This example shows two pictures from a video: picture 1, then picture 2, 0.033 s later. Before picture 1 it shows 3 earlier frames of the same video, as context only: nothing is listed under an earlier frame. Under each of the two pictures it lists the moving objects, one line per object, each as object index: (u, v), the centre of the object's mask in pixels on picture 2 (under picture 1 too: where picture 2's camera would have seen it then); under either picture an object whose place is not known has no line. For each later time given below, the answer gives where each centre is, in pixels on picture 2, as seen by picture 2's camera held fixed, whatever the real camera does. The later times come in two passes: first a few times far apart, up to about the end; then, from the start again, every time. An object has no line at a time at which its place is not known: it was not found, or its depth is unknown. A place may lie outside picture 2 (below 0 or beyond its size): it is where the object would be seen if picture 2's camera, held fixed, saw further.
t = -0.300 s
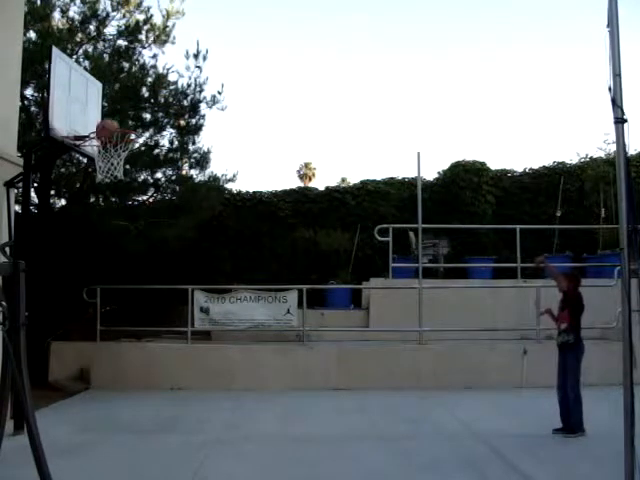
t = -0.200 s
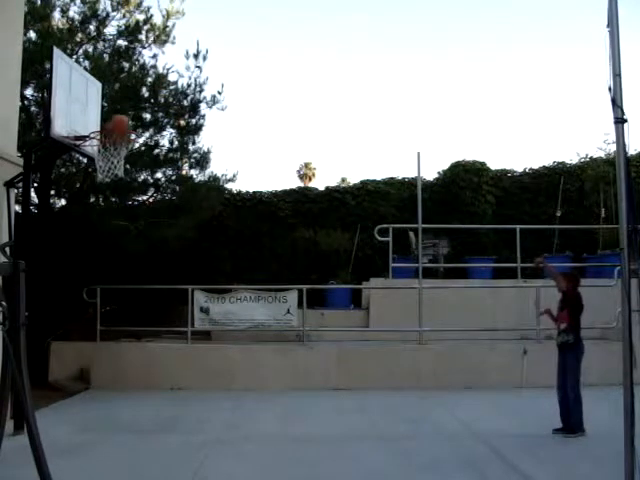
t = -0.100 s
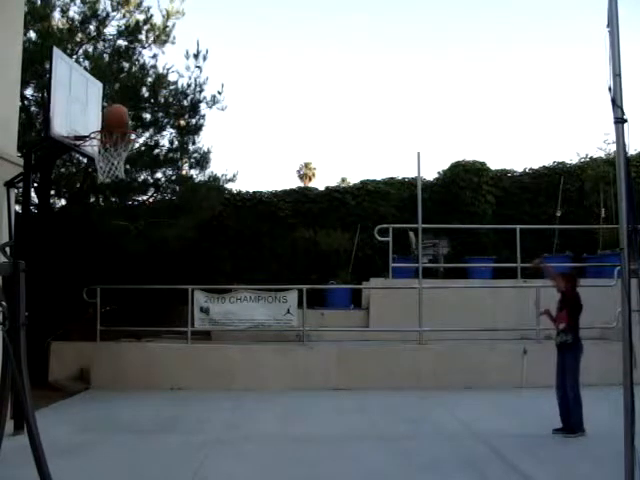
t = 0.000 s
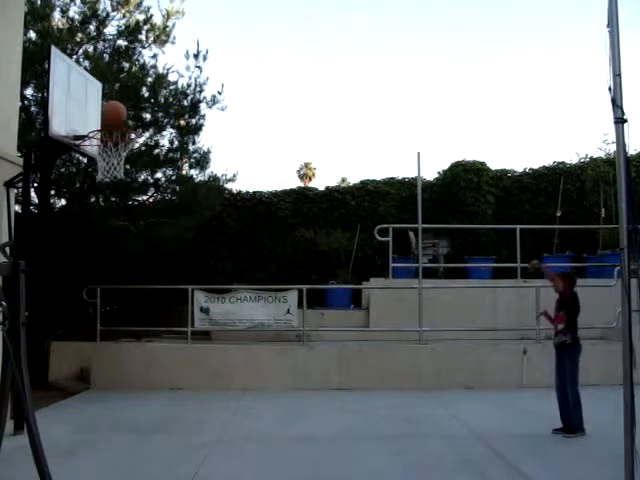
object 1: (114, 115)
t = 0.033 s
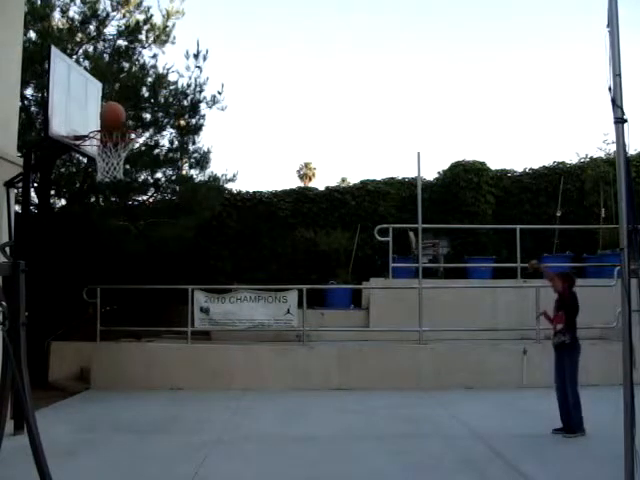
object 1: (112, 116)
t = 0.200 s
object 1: (105, 137)
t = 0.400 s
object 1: (94, 207)
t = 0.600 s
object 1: (83, 326)
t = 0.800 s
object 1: (79, 413)
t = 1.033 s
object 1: (87, 285)
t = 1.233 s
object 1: (94, 226)
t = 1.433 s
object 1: (100, 215)
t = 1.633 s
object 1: (104, 256)
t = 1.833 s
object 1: (109, 353)
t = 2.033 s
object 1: (114, 447)
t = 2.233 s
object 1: (127, 346)
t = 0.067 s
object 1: (111, 117)
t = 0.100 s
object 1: (110, 119)
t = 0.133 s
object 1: (108, 122)
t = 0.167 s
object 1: (108, 131)
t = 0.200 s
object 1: (105, 137)
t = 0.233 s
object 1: (103, 145)
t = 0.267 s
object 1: (102, 155)
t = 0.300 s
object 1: (100, 165)
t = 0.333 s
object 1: (96, 179)
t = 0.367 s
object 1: (96, 192)
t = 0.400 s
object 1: (94, 207)
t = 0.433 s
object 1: (93, 223)
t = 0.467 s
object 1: (90, 241)
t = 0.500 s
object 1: (88, 260)
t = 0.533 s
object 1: (87, 281)
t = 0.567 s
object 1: (84, 304)
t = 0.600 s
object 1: (83, 326)
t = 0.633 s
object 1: (83, 353)
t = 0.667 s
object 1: (80, 376)
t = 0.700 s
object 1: (78, 409)
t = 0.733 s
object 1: (77, 438)
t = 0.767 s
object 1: (77, 438)
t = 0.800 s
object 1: (79, 413)
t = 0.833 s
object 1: (79, 391)
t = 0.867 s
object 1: (85, 371)
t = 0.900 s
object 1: (83, 351)
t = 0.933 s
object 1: (83, 331)
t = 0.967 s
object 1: (84, 315)
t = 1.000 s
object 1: (86, 300)
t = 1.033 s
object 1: (87, 285)
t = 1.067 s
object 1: (88, 271)
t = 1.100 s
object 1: (89, 259)
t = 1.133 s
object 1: (90, 249)
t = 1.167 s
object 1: (91, 240)
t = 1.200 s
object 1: (92, 232)
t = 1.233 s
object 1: (94, 226)
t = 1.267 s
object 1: (95, 221)
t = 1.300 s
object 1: (96, 217)
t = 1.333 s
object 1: (97, 215)
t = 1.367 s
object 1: (98, 215)
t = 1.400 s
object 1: (98, 215)
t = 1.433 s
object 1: (100, 215)
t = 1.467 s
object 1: (100, 218)
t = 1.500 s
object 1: (101, 223)
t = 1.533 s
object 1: (102, 229)
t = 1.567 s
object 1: (103, 237)
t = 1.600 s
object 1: (104, 245)
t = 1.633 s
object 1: (104, 256)
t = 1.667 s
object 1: (105, 268)
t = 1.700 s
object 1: (106, 282)
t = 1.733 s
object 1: (106, 297)
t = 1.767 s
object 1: (107, 314)
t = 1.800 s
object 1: (108, 332)
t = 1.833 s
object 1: (109, 353)
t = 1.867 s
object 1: (109, 375)
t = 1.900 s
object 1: (110, 399)
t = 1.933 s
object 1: (111, 423)
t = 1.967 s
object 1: (111, 449)
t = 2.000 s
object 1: (113, 466)
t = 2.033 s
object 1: (114, 447)
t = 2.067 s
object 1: (116, 426)
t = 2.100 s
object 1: (118, 408)
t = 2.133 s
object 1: (120, 390)
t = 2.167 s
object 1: (122, 375)
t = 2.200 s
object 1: (125, 363)
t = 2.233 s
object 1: (127, 346)
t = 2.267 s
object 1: (128, 334)
